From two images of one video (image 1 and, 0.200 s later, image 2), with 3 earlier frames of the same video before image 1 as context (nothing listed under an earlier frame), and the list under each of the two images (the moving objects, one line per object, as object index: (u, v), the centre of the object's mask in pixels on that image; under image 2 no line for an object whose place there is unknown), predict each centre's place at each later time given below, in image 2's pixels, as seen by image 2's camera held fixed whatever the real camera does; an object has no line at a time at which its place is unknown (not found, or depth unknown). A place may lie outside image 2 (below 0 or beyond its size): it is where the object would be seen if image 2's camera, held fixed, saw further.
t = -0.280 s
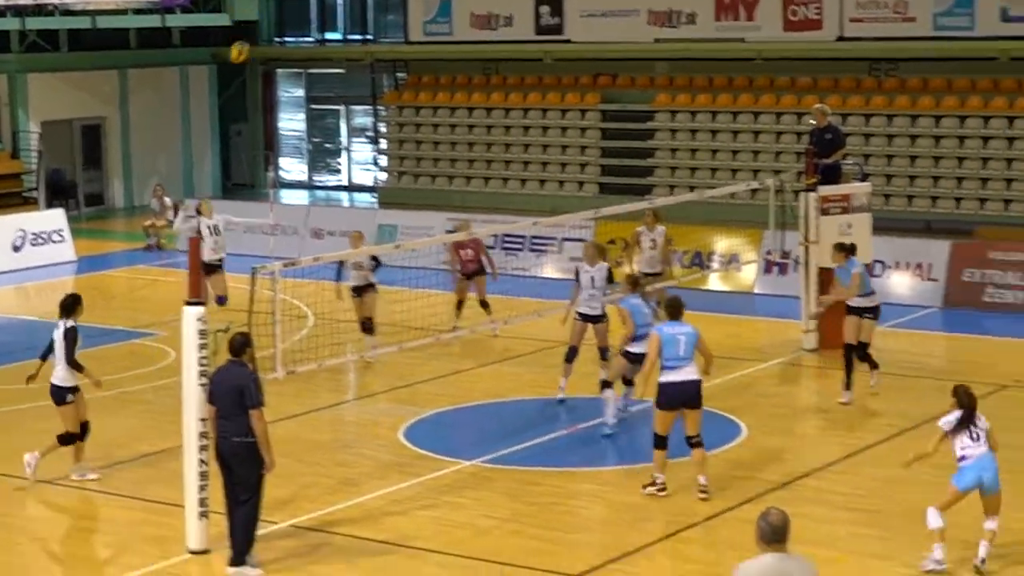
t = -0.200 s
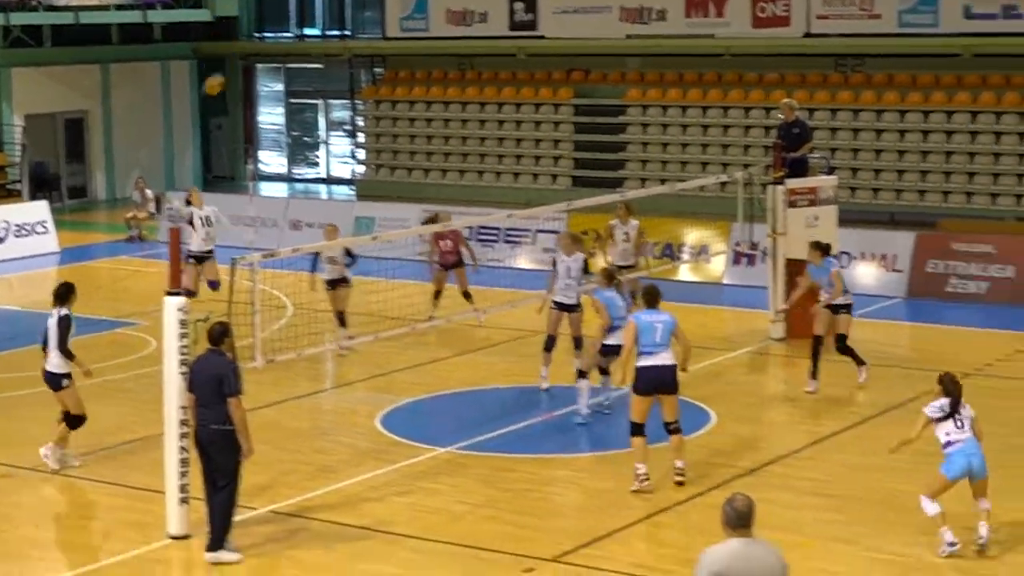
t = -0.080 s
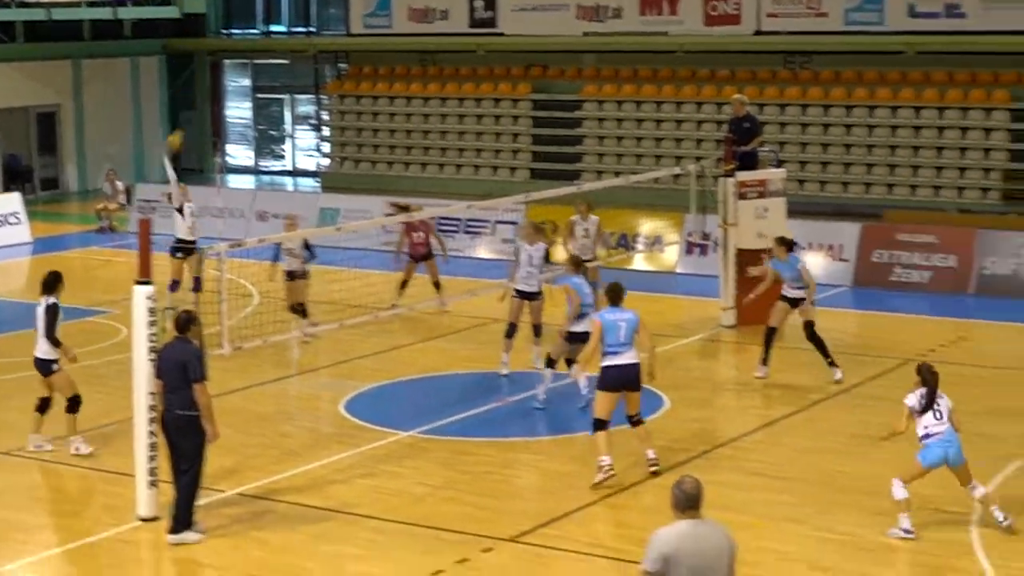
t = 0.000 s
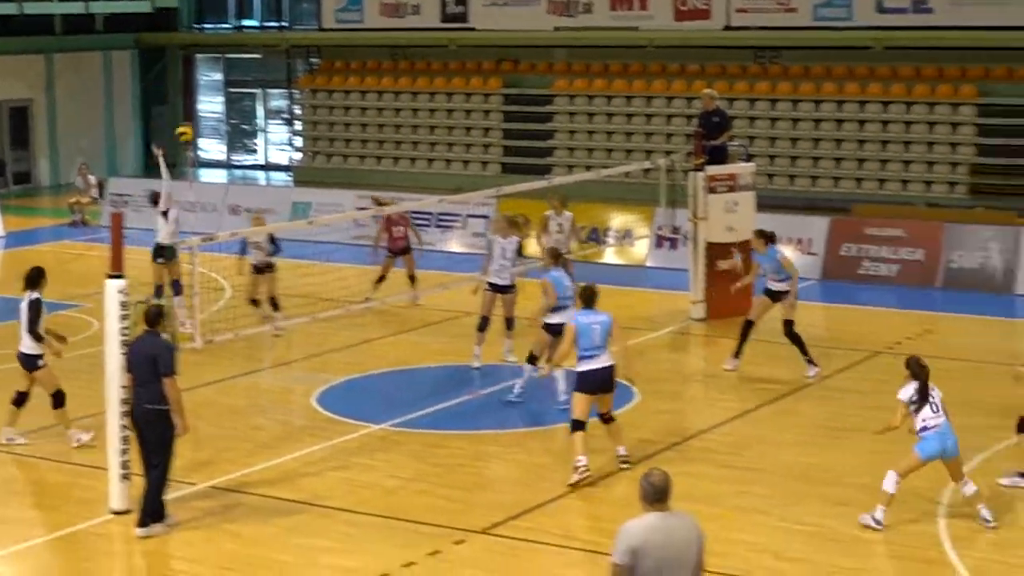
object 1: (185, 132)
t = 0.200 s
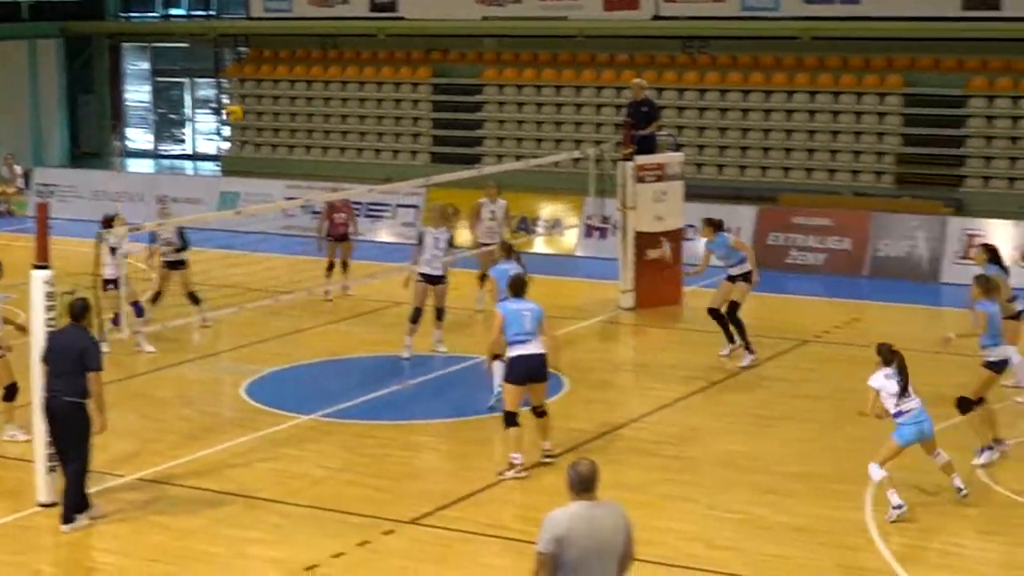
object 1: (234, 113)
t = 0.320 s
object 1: (300, 122)
